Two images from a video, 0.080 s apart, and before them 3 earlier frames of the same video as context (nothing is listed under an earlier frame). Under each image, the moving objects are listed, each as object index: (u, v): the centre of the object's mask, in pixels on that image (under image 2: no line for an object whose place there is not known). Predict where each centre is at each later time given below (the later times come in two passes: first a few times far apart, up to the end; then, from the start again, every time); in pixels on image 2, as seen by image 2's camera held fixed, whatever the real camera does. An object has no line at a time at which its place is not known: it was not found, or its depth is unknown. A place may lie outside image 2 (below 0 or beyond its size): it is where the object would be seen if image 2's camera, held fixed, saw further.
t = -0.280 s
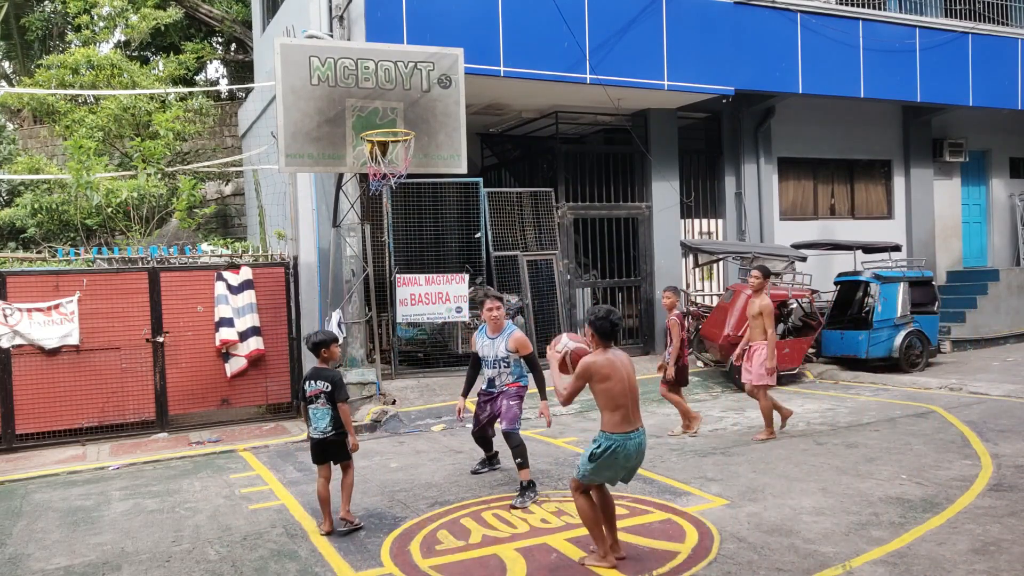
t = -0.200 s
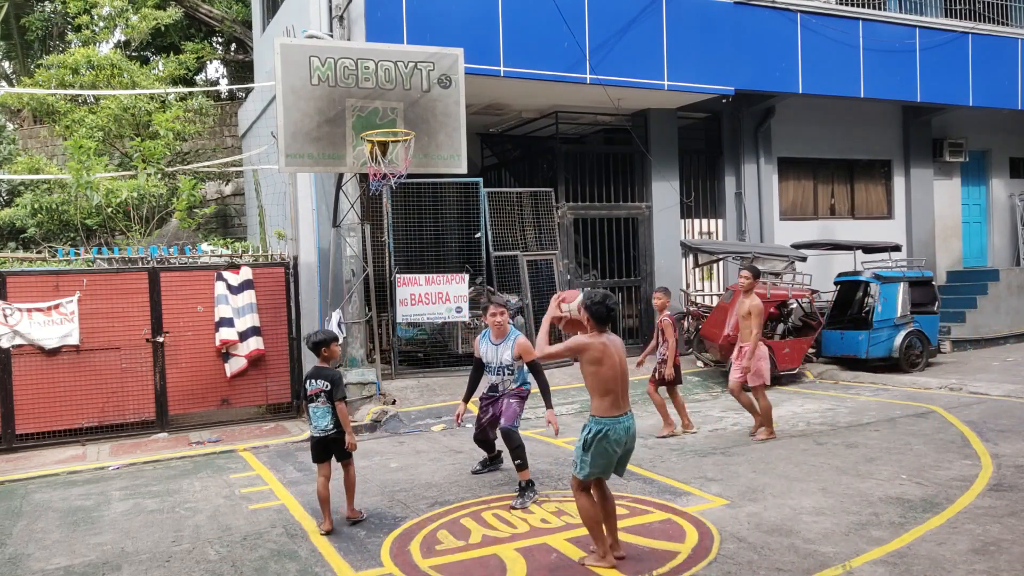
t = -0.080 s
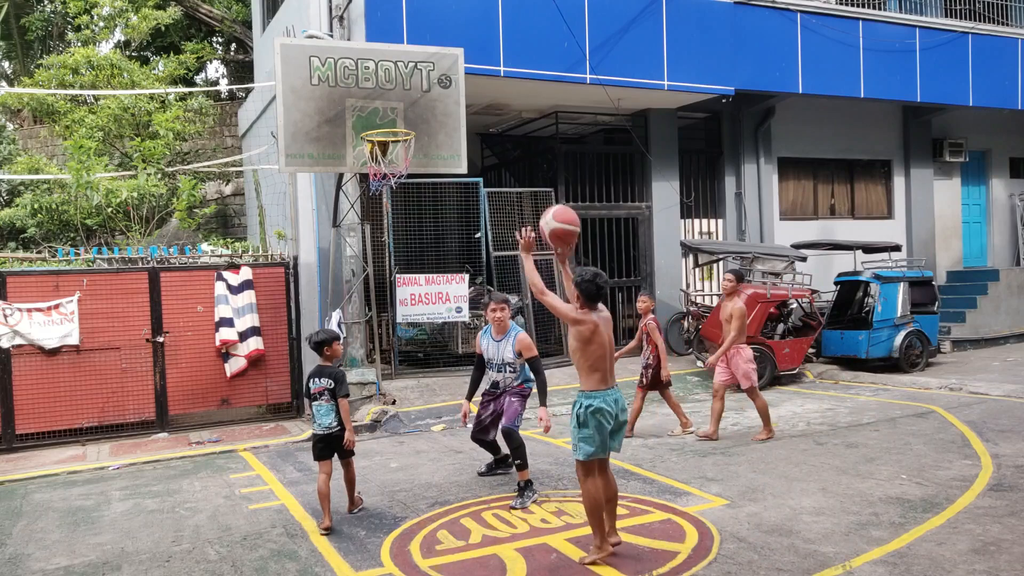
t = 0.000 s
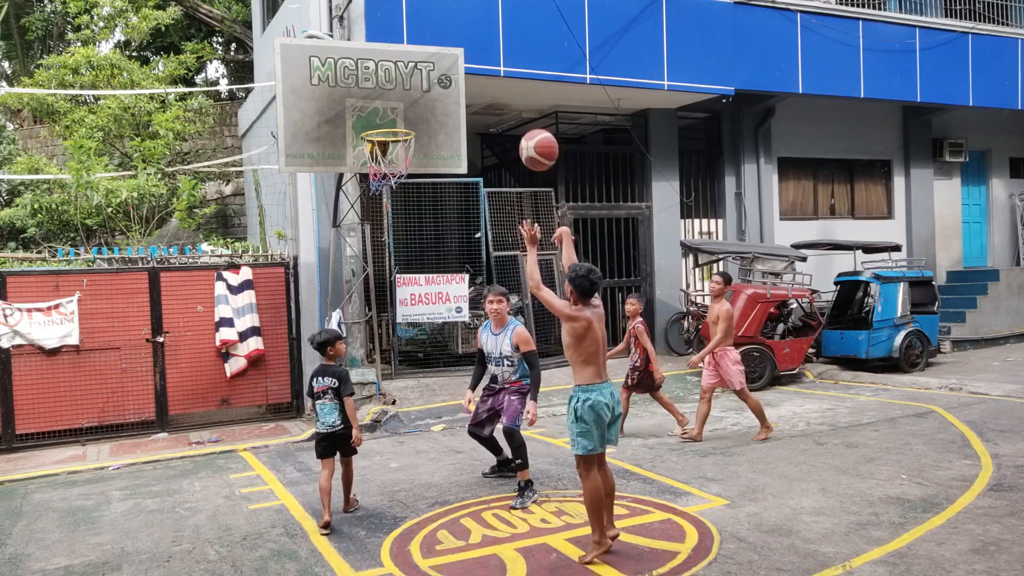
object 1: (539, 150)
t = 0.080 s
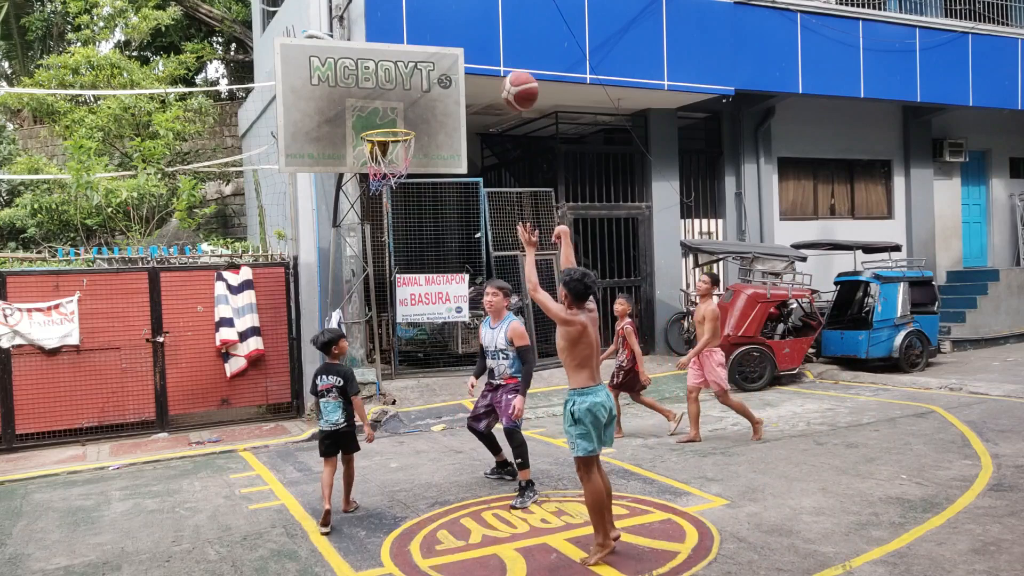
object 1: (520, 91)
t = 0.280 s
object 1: (481, 11)
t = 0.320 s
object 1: (475, 7)
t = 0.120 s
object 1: (511, 67)
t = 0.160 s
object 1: (503, 47)
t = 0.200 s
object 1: (495, 30)
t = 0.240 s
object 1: (488, 17)
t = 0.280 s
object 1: (481, 11)
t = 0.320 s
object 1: (475, 7)
